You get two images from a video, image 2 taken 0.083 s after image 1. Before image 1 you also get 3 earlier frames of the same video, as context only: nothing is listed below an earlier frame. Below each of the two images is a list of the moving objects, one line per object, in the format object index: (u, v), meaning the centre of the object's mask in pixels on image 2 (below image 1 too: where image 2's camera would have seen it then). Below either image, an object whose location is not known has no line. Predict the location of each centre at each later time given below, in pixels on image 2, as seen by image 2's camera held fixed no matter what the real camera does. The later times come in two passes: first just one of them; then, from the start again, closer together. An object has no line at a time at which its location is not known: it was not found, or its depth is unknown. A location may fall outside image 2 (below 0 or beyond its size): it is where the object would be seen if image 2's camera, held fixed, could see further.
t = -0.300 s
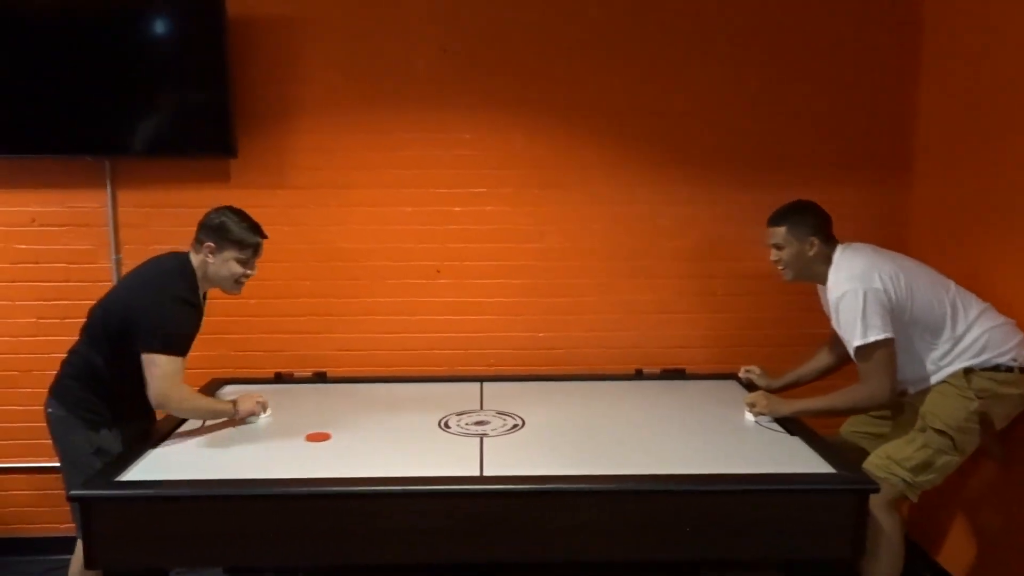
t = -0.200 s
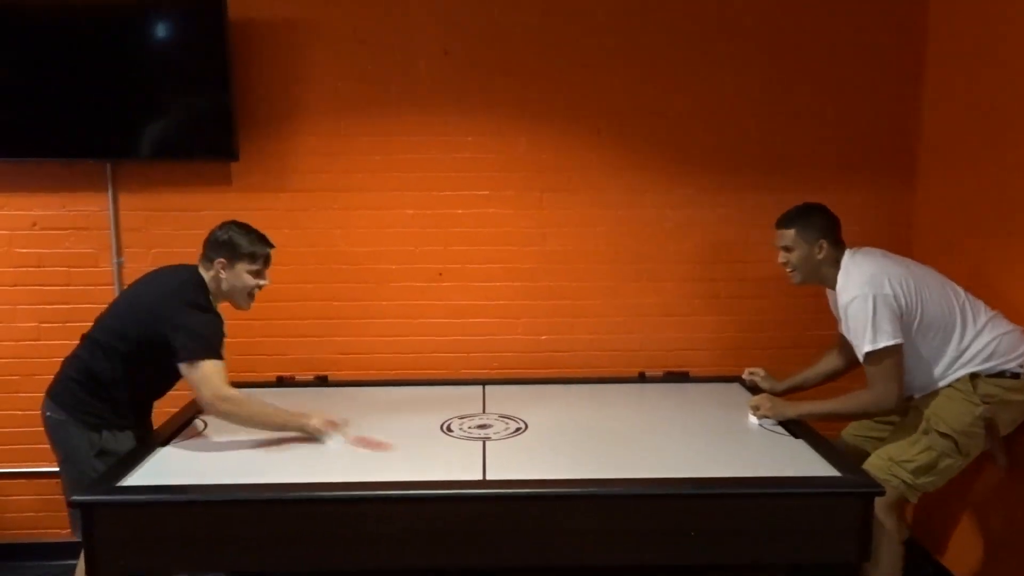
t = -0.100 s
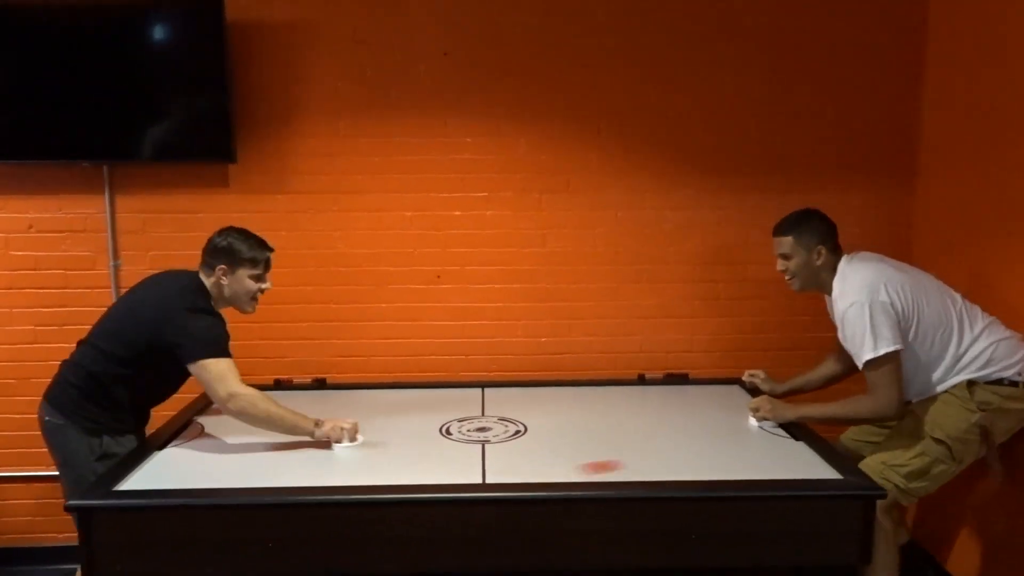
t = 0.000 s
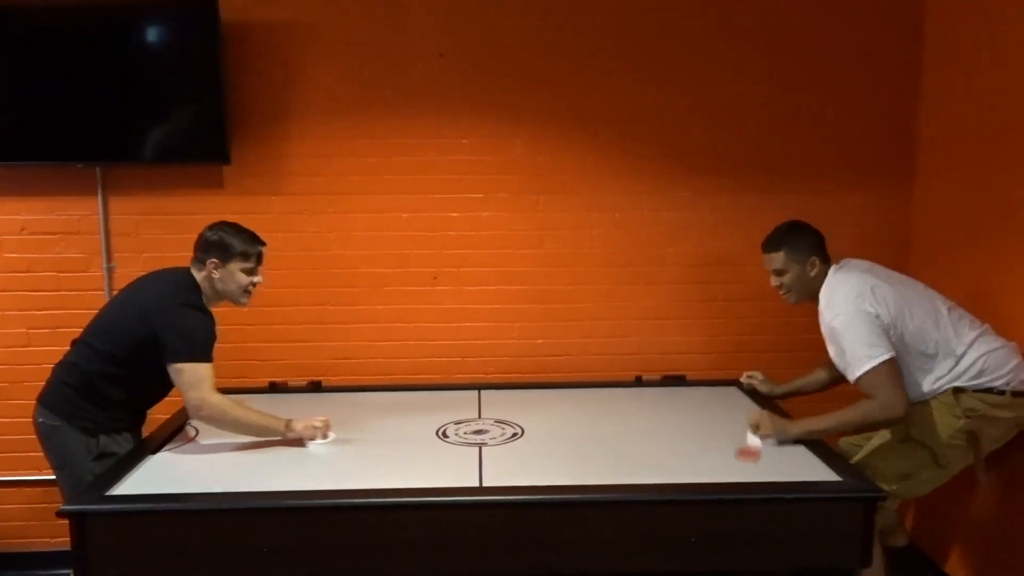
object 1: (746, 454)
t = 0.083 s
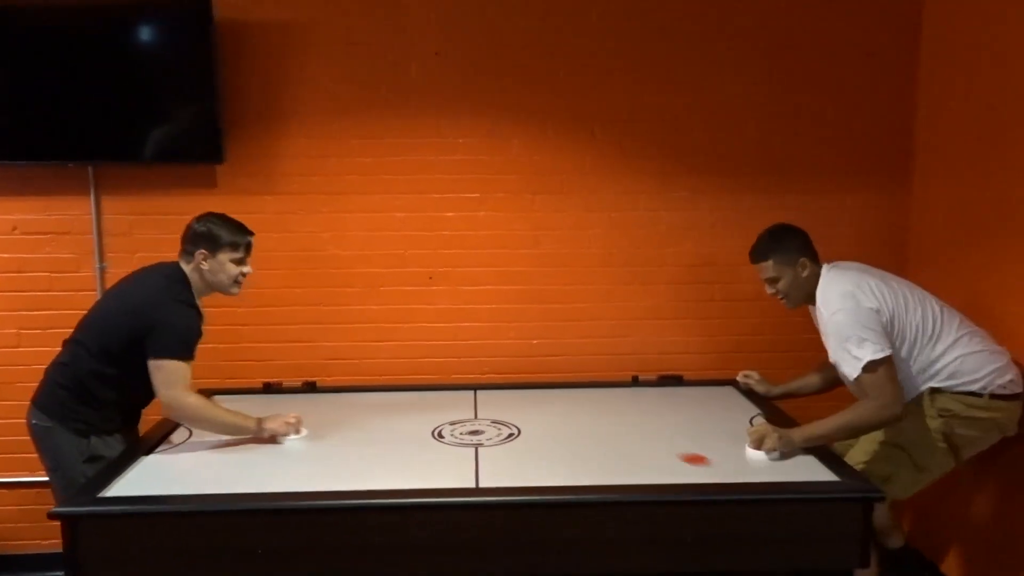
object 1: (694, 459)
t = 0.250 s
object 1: (578, 402)
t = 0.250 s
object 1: (578, 402)
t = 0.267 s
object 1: (569, 398)
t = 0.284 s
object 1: (561, 394)
